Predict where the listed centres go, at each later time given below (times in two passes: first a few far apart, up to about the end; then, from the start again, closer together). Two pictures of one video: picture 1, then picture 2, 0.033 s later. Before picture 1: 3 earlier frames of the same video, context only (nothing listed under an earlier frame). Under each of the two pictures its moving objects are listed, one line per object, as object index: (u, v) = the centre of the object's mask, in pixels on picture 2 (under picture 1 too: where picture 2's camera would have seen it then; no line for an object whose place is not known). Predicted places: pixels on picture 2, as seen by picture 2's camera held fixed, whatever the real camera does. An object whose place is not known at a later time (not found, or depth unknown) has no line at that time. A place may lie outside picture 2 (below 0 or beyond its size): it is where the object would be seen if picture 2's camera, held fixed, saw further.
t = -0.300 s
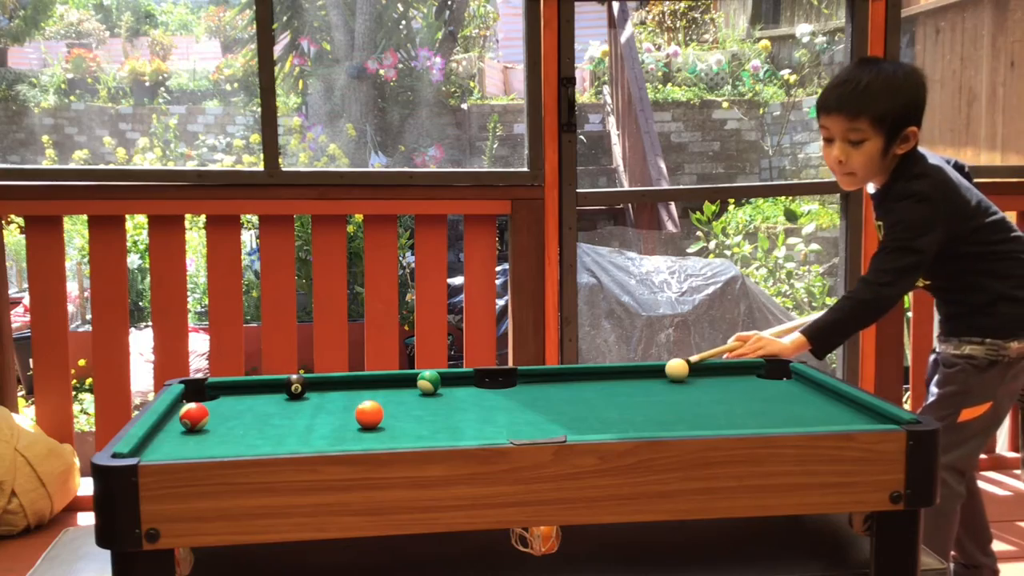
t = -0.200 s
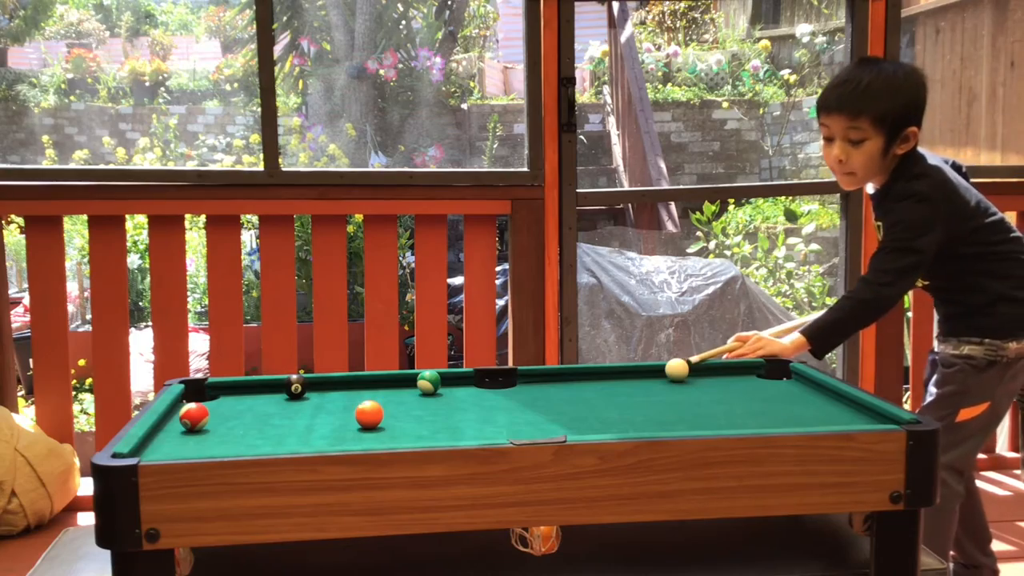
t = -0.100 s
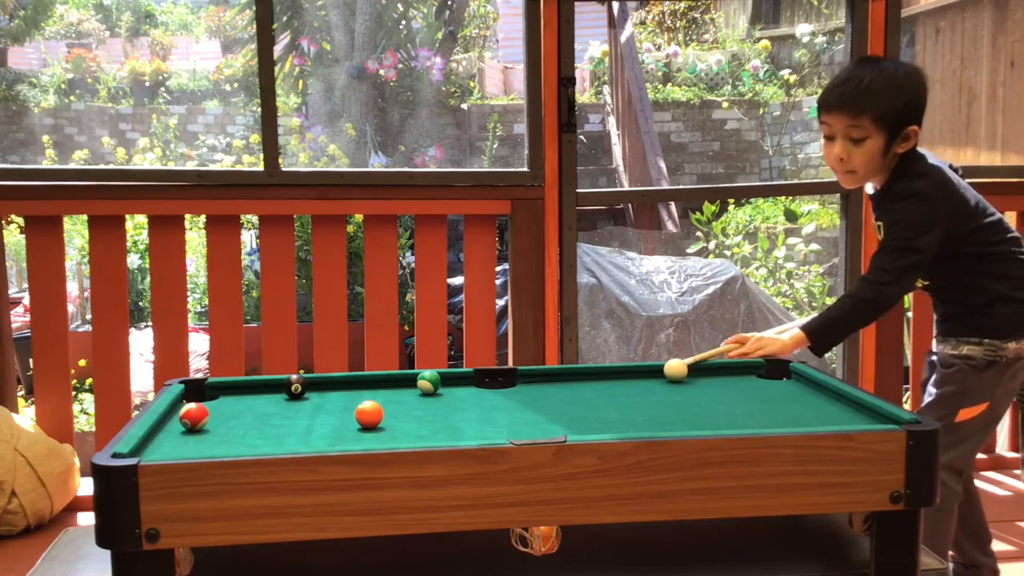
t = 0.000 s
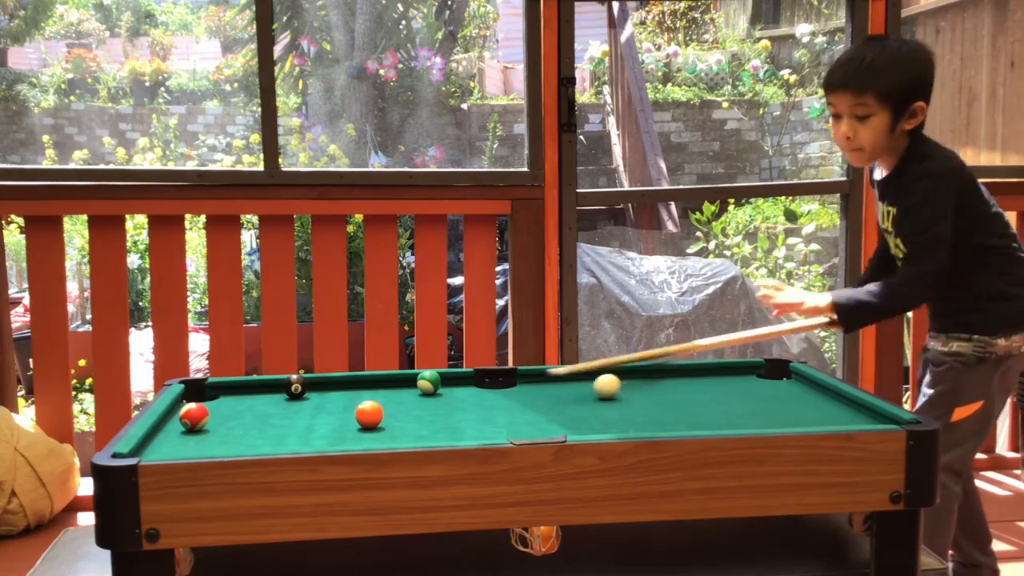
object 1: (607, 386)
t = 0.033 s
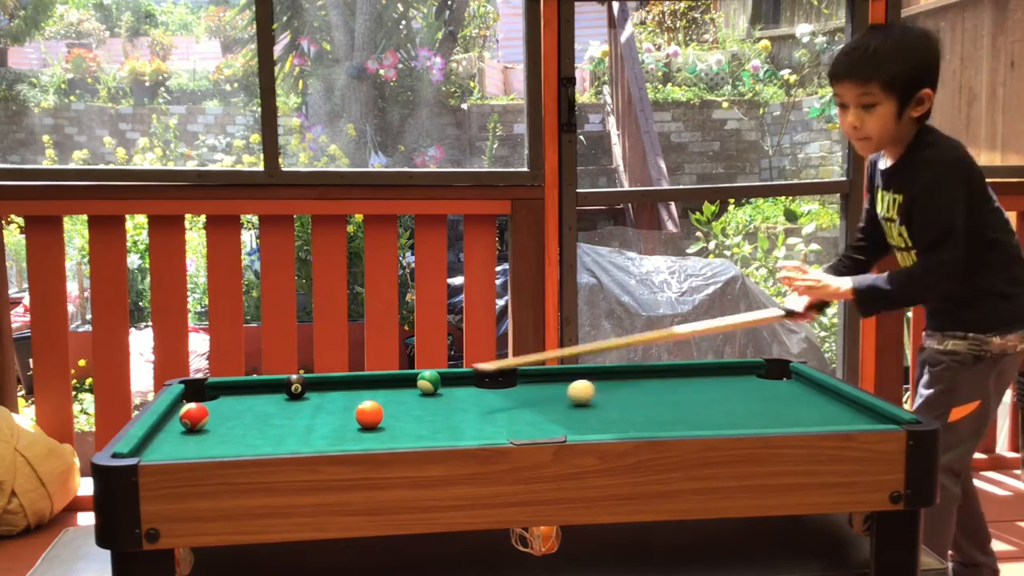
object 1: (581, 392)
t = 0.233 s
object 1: (412, 428)
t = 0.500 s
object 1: (179, 437)
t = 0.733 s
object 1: (239, 419)
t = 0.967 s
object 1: (291, 404)
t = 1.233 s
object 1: (334, 389)
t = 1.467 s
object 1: (360, 379)
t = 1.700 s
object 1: (377, 383)
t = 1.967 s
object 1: (387, 385)
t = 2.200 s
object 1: (390, 387)
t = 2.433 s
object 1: (390, 387)
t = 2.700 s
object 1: (390, 387)
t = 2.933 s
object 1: (390, 387)
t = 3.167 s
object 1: (390, 387)
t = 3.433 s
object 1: (390, 387)
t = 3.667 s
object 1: (390, 387)
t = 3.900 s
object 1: (390, 387)
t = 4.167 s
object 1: (390, 387)
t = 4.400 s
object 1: (390, 387)
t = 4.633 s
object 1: (390, 387)
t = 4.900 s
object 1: (390, 387)
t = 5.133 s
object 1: (390, 387)
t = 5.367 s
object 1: (390, 387)
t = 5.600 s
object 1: (390, 387)
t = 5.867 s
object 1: (390, 387)
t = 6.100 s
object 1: (390, 387)
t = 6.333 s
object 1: (390, 387)
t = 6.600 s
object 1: (390, 387)
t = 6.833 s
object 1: (390, 387)
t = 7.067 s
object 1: (390, 387)
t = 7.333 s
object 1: (390, 387)
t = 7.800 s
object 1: (390, 387)
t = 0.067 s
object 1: (555, 397)
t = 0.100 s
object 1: (528, 403)
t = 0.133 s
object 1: (501, 409)
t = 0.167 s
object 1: (472, 415)
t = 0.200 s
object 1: (443, 422)
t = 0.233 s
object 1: (412, 428)
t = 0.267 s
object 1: (379, 433)
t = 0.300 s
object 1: (345, 437)
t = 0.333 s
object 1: (311, 441)
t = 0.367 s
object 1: (284, 440)
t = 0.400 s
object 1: (258, 439)
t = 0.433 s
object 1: (232, 438)
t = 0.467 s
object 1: (205, 438)
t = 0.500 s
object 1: (179, 437)
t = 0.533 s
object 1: (156, 436)
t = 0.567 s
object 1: (173, 429)
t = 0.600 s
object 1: (192, 429)
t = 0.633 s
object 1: (207, 426)
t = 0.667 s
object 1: (220, 423)
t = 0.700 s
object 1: (230, 421)
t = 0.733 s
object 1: (239, 419)
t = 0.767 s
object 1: (247, 416)
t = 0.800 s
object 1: (255, 414)
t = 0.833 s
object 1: (263, 412)
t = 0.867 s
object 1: (270, 410)
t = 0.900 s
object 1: (278, 407)
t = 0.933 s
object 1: (284, 406)
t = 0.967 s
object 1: (291, 404)
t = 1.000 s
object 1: (298, 402)
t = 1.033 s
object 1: (303, 400)
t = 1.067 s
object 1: (309, 398)
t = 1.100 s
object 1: (315, 396)
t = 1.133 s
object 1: (320, 394)
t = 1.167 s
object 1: (325, 392)
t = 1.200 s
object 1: (330, 391)
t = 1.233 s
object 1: (334, 389)
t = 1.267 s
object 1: (339, 388)
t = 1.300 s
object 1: (343, 386)
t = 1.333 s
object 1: (347, 385)
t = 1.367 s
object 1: (350, 383)
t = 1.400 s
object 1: (354, 382)
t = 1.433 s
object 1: (357, 381)
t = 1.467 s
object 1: (360, 379)
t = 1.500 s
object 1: (363, 380)
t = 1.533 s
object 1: (366, 381)
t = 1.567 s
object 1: (368, 381)
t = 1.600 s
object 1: (371, 382)
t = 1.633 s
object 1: (373, 382)
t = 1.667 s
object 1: (375, 382)
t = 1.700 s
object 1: (377, 383)
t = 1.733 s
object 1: (379, 383)
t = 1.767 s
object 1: (381, 383)
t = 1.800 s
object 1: (382, 384)
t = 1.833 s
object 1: (383, 384)
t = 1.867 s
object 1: (384, 384)
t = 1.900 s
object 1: (385, 385)
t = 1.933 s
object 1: (386, 385)
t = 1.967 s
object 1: (387, 385)
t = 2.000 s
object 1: (387, 385)
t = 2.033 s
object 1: (388, 386)
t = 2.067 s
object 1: (388, 386)
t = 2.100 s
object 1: (389, 386)
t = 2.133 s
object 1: (389, 386)
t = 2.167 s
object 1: (389, 387)
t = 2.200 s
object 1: (390, 387)
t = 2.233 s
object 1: (390, 387)
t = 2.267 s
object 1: (390, 387)
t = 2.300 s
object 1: (390, 387)
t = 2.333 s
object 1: (390, 387)
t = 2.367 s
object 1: (390, 387)
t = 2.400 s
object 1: (390, 387)
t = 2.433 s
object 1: (390, 387)
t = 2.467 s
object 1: (390, 387)
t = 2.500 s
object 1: (390, 387)
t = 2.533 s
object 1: (390, 387)
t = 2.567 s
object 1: (390, 387)
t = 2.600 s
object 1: (390, 387)
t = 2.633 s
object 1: (390, 387)
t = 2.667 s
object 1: (390, 387)
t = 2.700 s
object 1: (390, 387)
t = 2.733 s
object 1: (390, 387)
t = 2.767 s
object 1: (390, 387)
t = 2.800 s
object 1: (390, 387)
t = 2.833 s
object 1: (390, 387)
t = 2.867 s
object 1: (390, 387)
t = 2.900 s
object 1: (390, 387)
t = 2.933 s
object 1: (390, 387)
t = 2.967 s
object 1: (390, 387)
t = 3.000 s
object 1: (390, 387)
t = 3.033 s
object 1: (390, 387)
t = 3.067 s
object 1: (390, 387)
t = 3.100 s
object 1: (390, 387)
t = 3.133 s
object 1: (390, 387)
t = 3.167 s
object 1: (390, 387)
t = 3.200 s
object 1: (390, 387)
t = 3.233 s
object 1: (390, 387)
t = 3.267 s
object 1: (390, 387)
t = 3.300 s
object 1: (390, 387)
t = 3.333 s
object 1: (390, 387)
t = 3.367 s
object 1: (390, 387)
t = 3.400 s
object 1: (390, 387)
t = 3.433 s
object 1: (390, 387)
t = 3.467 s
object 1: (390, 387)
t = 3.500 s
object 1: (390, 387)
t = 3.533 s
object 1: (390, 387)
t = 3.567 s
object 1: (390, 387)
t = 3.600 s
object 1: (390, 387)
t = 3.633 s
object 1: (390, 387)
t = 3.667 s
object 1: (390, 387)
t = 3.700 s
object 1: (390, 387)
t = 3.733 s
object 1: (390, 387)
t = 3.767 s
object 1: (390, 387)
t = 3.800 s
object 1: (390, 387)
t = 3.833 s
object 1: (390, 387)
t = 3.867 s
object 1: (390, 387)
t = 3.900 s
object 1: (390, 387)
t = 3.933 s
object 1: (390, 387)
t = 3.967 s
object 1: (390, 387)
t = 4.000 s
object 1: (390, 387)
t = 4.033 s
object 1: (390, 387)
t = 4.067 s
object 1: (390, 387)
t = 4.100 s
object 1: (390, 387)
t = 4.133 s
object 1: (390, 387)
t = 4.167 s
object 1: (390, 387)
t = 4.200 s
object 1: (390, 387)
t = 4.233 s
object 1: (390, 387)
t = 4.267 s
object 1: (390, 387)
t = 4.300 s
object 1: (390, 387)
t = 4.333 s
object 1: (390, 387)
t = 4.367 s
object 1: (390, 387)
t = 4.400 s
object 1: (390, 387)
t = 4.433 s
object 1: (390, 387)
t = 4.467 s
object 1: (390, 387)
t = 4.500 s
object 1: (390, 387)
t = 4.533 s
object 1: (390, 387)
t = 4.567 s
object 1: (390, 387)
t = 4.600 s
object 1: (390, 387)
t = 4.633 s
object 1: (390, 387)
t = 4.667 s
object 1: (390, 387)
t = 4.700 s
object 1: (390, 387)
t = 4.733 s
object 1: (390, 387)
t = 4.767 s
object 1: (390, 387)
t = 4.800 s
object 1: (390, 387)
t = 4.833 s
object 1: (390, 387)
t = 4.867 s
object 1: (390, 387)
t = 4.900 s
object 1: (390, 387)
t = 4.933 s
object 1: (390, 387)
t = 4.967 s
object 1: (390, 387)
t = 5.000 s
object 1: (390, 387)
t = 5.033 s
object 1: (390, 387)
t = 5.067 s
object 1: (390, 387)
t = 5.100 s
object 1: (390, 387)
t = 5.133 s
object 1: (390, 387)
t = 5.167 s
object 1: (390, 387)
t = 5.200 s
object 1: (390, 387)
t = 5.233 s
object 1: (390, 387)
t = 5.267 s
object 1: (390, 387)
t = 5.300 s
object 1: (390, 387)
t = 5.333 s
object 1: (390, 387)
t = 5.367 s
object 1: (390, 387)
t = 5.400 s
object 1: (390, 387)
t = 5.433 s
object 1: (390, 387)
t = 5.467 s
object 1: (390, 387)
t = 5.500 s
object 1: (390, 387)
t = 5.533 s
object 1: (390, 387)
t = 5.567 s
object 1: (390, 387)
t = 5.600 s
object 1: (390, 387)
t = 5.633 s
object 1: (390, 387)
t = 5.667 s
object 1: (390, 387)
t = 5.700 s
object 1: (390, 387)
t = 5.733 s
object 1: (390, 387)
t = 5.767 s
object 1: (390, 387)
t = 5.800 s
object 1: (390, 387)
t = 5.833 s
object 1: (390, 387)
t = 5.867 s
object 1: (390, 387)
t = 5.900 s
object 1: (390, 387)
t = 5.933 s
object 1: (390, 387)
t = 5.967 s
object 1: (390, 387)
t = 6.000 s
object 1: (390, 387)
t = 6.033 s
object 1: (390, 387)
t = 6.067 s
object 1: (390, 387)
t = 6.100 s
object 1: (390, 387)
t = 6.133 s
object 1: (390, 387)
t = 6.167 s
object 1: (390, 387)
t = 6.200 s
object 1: (390, 387)
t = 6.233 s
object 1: (390, 387)
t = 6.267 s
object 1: (390, 387)
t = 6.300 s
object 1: (390, 387)
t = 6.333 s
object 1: (390, 387)
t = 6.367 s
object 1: (390, 387)
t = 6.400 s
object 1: (390, 387)
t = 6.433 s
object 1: (390, 387)
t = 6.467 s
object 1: (390, 387)
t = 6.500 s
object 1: (390, 387)
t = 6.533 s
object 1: (390, 387)
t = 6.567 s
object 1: (390, 387)
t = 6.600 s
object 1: (390, 387)
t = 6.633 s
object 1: (390, 387)
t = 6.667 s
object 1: (390, 387)
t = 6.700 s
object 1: (390, 387)
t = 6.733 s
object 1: (390, 387)
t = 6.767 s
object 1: (390, 387)
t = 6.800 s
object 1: (390, 387)
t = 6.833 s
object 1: (390, 387)
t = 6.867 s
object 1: (390, 387)
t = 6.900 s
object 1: (390, 387)
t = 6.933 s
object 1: (390, 387)
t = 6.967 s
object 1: (390, 387)
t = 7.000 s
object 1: (390, 387)
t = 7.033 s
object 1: (390, 387)
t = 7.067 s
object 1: (390, 387)
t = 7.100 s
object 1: (390, 387)
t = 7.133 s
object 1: (390, 387)
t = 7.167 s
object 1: (390, 387)
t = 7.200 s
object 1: (390, 387)
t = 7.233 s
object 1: (390, 387)
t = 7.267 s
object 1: (390, 387)
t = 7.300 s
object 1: (390, 387)
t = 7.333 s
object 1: (390, 387)
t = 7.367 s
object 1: (390, 387)
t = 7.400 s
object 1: (390, 387)
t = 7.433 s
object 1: (389, 387)
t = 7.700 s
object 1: (391, 387)
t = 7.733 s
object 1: (390, 387)
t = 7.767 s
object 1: (390, 387)
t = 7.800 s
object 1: (390, 387)
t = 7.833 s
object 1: (390, 387)
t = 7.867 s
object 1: (390, 387)
